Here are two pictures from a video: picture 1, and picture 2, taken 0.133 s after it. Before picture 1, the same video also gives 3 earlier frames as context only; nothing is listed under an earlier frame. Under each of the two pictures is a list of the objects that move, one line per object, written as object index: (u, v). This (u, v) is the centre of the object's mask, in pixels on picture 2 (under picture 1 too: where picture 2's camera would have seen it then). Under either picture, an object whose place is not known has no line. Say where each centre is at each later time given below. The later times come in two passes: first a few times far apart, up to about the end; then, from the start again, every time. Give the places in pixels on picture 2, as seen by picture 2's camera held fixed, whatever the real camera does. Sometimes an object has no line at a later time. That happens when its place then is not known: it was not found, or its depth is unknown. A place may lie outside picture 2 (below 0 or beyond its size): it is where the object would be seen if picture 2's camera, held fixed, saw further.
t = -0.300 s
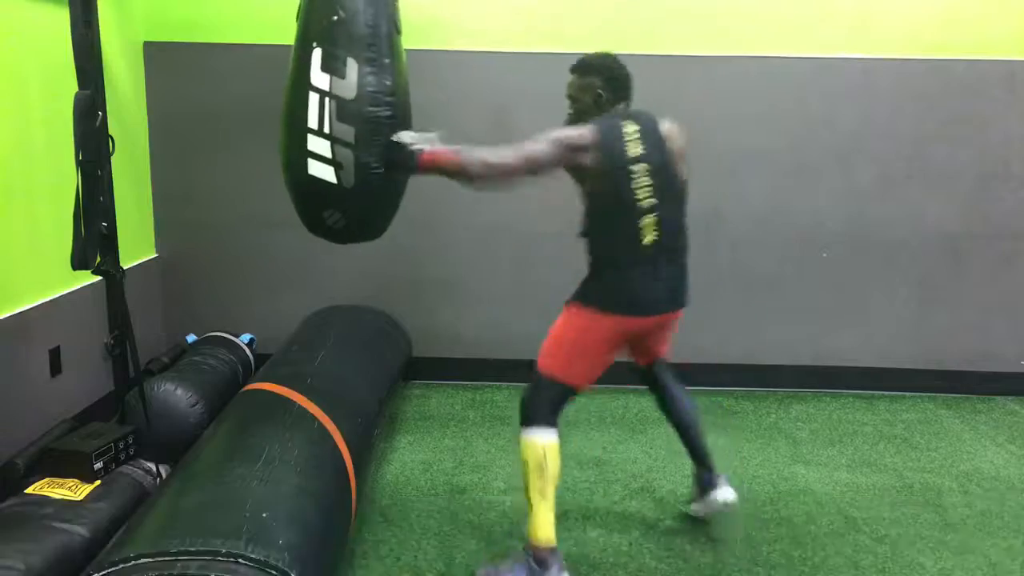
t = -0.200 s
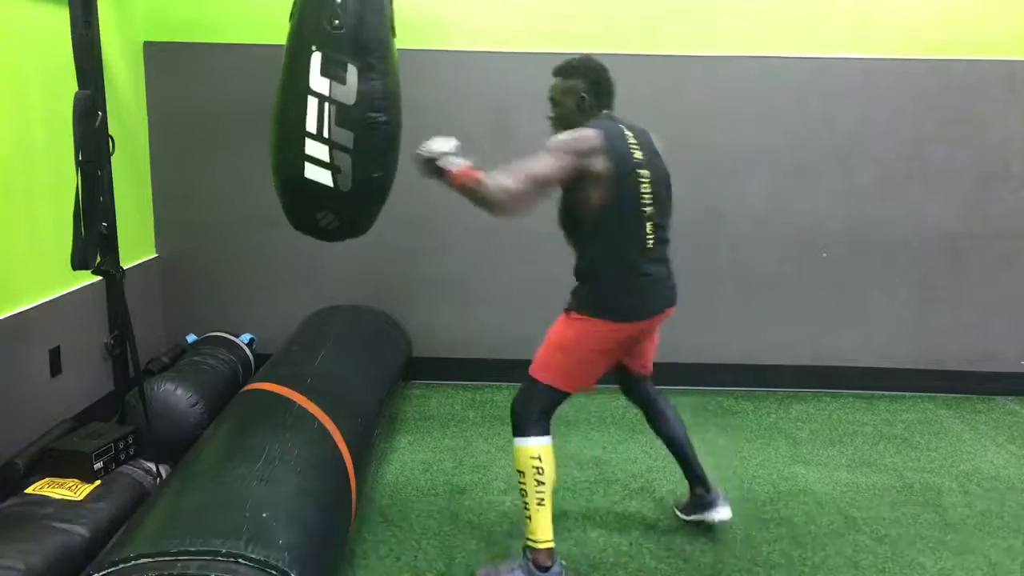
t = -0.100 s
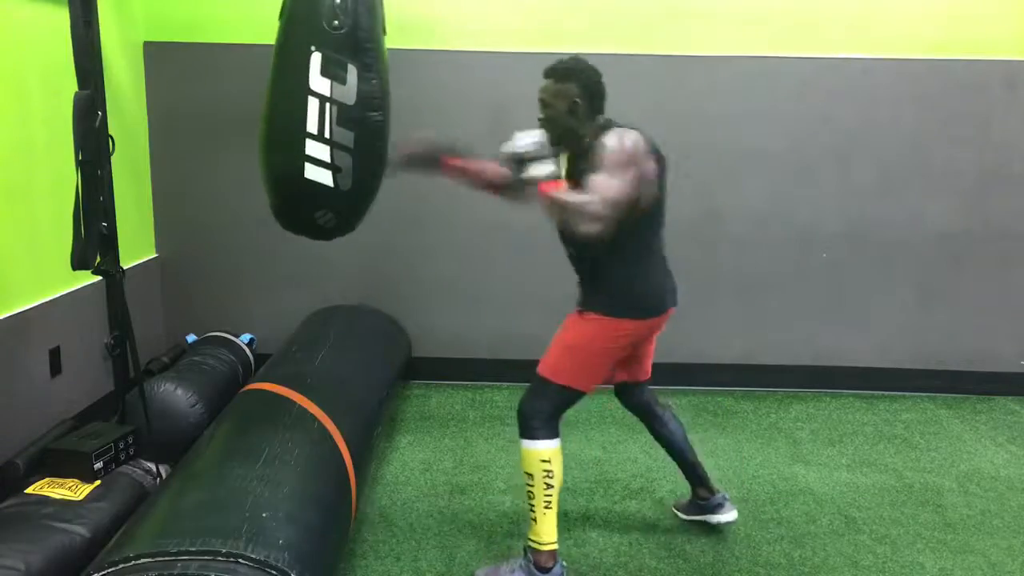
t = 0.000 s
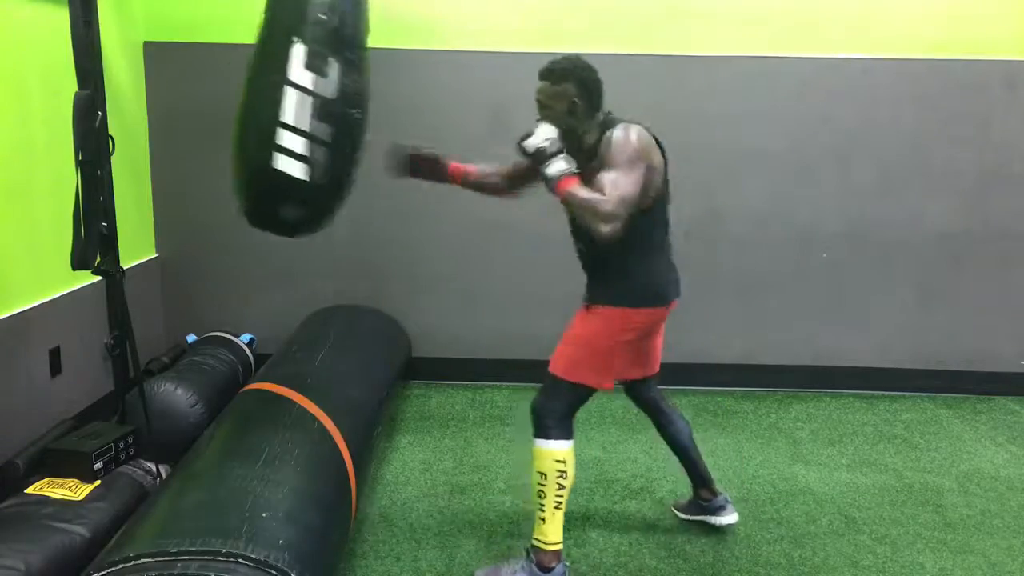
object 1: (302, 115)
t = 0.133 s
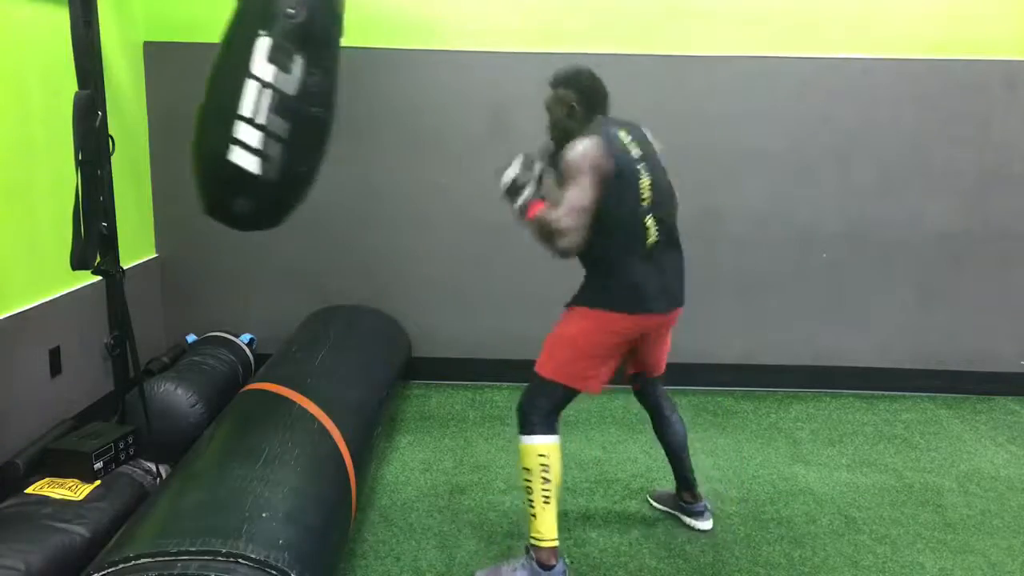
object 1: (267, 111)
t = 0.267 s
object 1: (244, 108)
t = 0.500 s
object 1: (244, 112)
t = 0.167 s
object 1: (260, 110)
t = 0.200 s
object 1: (254, 109)
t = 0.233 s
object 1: (249, 108)
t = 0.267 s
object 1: (244, 108)
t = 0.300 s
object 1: (241, 108)
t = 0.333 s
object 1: (238, 108)
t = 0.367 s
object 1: (237, 108)
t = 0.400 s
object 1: (237, 109)
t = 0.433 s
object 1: (238, 110)
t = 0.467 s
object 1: (241, 111)
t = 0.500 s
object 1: (244, 112)
